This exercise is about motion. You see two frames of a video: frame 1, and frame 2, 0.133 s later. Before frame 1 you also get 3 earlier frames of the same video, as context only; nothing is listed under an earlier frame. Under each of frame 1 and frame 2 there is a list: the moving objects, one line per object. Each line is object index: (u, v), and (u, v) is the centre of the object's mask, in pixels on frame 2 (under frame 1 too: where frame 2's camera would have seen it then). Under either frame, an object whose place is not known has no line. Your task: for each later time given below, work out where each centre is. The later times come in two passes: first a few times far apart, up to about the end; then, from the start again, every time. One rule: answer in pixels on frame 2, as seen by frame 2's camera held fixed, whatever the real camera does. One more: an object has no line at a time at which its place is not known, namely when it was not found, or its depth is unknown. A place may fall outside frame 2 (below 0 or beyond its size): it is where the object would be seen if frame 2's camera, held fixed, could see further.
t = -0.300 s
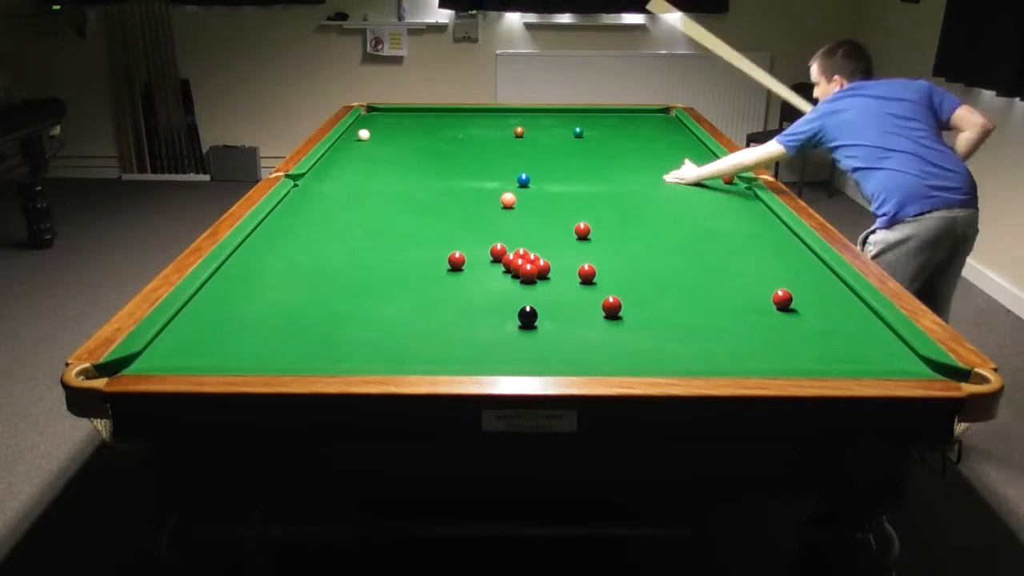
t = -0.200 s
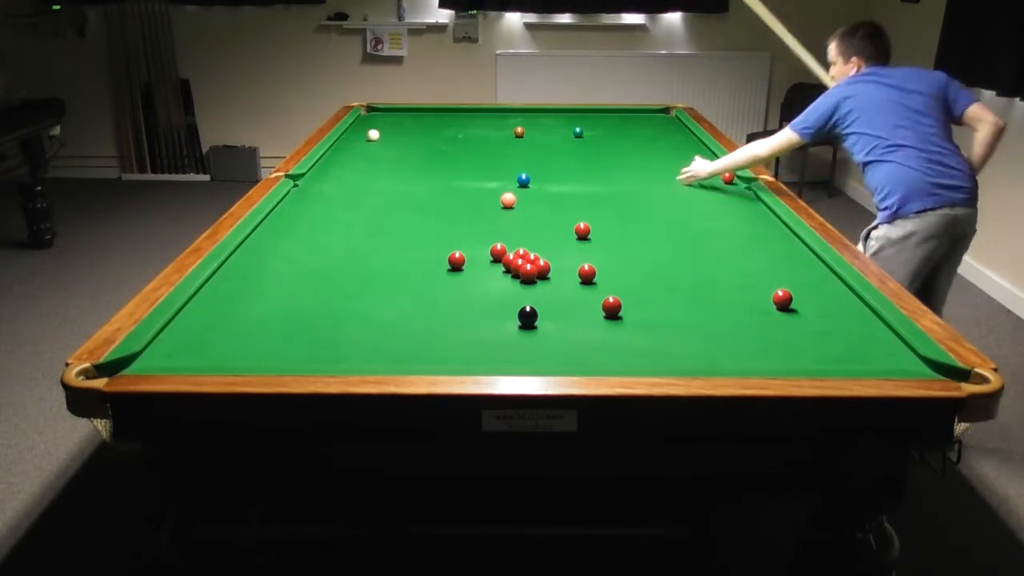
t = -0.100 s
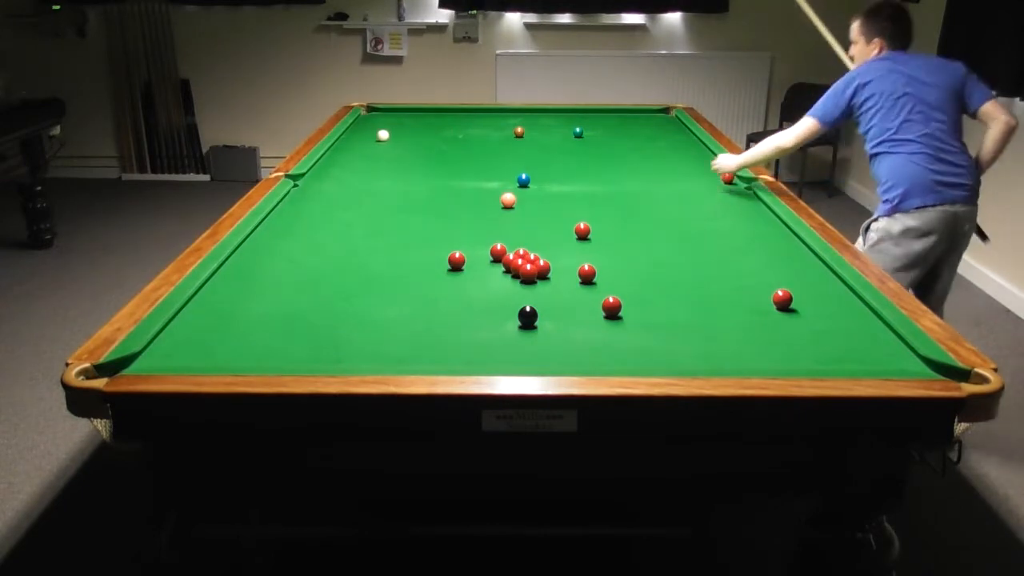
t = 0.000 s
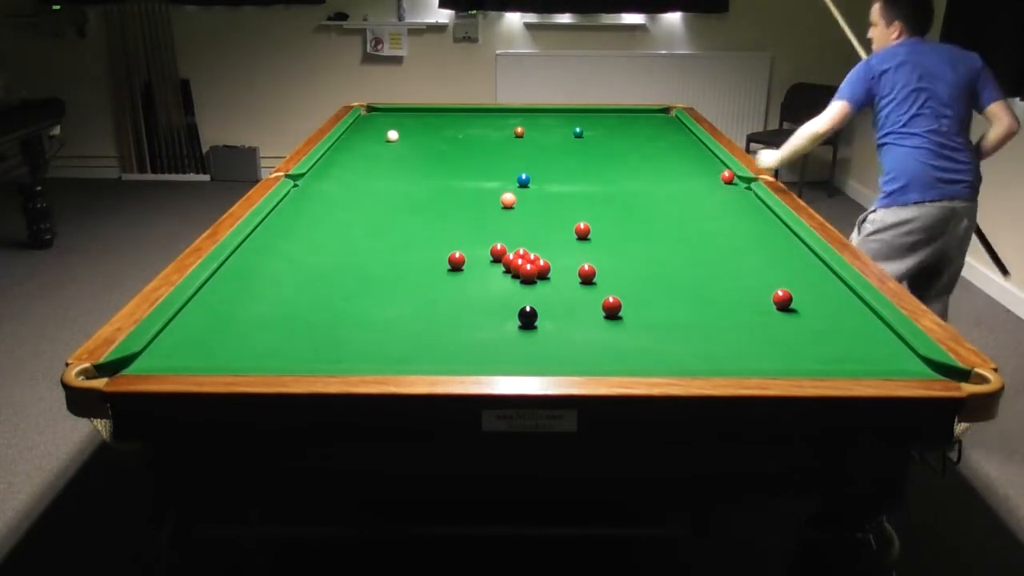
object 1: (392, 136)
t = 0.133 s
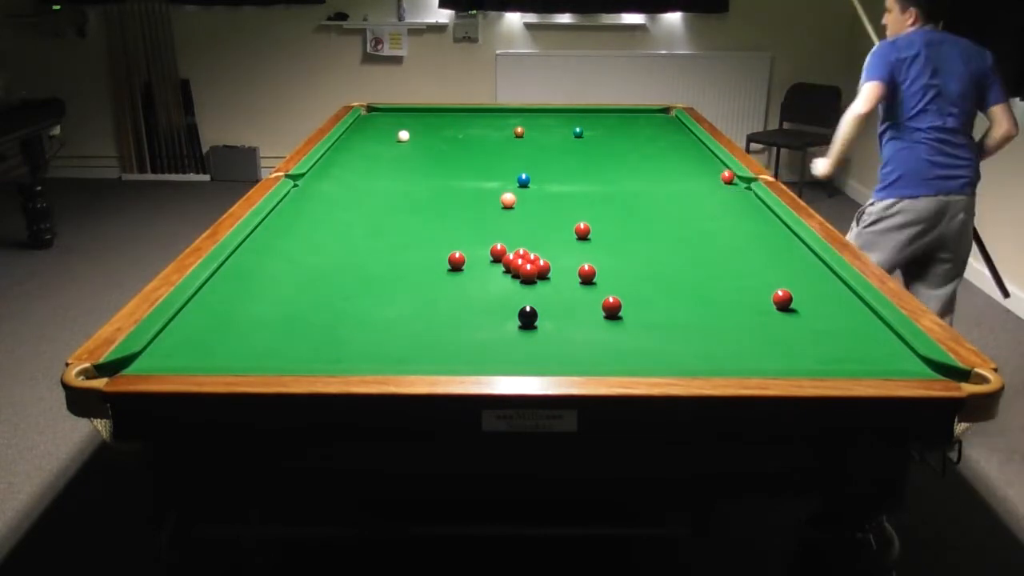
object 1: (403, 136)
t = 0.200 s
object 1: (410, 136)
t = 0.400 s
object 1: (428, 137)
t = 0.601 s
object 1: (445, 137)
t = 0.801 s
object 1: (461, 138)
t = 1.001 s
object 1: (477, 138)
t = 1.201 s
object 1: (492, 139)
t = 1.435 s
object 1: (509, 140)
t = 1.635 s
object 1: (523, 140)
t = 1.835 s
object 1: (536, 140)
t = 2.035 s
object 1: (548, 141)
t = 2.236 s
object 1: (559, 141)
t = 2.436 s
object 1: (569, 142)
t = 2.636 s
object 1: (579, 142)
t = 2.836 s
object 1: (588, 142)
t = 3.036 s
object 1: (596, 142)
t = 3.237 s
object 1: (604, 143)
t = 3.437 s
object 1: (611, 143)
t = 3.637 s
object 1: (617, 143)
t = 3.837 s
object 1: (622, 143)
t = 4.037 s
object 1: (627, 143)
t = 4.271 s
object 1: (631, 144)
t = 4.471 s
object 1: (634, 144)
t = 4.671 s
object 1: (636, 144)
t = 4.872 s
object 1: (637, 144)
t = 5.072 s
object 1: (638, 144)
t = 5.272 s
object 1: (637, 144)
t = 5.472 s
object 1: (637, 144)
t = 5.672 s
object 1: (637, 144)
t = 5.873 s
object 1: (637, 144)
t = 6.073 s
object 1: (637, 144)
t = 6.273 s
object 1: (637, 144)
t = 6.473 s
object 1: (637, 144)
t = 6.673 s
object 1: (637, 144)
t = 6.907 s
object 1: (637, 144)
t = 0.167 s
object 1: (407, 136)
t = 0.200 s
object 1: (410, 136)
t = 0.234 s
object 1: (412, 136)
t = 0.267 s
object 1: (416, 136)
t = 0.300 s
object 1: (419, 137)
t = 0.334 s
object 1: (421, 137)
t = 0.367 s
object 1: (424, 137)
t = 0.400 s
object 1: (428, 137)
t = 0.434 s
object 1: (430, 137)
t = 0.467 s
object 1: (433, 137)
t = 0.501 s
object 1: (437, 137)
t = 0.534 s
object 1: (438, 137)
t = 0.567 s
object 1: (442, 137)
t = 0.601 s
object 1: (445, 137)
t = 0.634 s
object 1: (447, 137)
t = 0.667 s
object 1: (450, 138)
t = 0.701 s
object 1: (453, 138)
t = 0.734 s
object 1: (455, 138)
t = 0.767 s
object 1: (458, 138)
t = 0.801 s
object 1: (461, 138)
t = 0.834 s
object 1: (463, 138)
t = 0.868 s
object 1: (466, 138)
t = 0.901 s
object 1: (469, 138)
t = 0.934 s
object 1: (471, 138)
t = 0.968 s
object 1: (474, 138)
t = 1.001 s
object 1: (477, 138)
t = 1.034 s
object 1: (479, 139)
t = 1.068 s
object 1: (482, 139)
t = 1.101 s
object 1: (485, 139)
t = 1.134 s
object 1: (486, 139)
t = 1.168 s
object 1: (489, 139)
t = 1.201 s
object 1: (492, 139)
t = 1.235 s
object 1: (495, 139)
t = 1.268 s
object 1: (496, 139)
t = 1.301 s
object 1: (499, 139)
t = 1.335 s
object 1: (502, 139)
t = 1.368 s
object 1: (504, 139)
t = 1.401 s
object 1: (506, 139)
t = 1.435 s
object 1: (509, 140)
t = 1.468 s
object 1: (510, 140)
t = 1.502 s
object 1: (513, 140)
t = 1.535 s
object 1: (516, 140)
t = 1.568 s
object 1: (517, 140)
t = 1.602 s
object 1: (520, 140)
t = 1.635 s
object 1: (523, 140)
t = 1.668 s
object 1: (524, 141)
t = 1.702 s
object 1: (527, 140)
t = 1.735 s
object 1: (529, 140)
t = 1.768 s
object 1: (531, 140)
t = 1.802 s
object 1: (533, 140)
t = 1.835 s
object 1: (536, 140)
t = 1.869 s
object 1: (537, 140)
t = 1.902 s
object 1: (539, 141)
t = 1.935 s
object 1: (542, 141)
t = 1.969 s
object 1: (543, 141)
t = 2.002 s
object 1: (545, 141)
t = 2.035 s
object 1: (548, 141)
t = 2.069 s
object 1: (549, 141)
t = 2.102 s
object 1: (551, 141)
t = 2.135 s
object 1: (553, 141)
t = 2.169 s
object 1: (554, 141)
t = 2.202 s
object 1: (557, 141)
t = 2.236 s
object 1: (559, 141)
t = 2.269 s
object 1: (560, 141)
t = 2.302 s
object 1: (562, 141)
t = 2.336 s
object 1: (564, 141)
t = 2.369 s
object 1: (565, 142)
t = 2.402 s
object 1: (567, 142)
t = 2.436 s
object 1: (569, 142)
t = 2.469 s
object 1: (570, 142)
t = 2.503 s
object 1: (572, 142)
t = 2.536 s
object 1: (574, 142)
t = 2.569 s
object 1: (575, 142)
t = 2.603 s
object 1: (577, 142)
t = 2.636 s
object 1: (579, 142)
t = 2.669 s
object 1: (580, 142)
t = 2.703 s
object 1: (582, 142)
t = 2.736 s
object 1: (584, 142)
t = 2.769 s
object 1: (585, 142)
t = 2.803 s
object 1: (586, 142)
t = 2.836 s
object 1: (588, 142)
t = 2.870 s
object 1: (589, 142)
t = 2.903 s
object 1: (591, 142)
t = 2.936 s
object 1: (592, 142)
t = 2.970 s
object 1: (593, 142)
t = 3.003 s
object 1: (595, 143)
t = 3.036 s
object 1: (596, 142)
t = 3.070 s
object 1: (597, 142)
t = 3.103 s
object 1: (599, 142)
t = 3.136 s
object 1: (600, 143)
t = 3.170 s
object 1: (601, 143)
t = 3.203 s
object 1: (603, 143)
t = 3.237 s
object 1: (604, 143)
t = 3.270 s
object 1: (605, 143)
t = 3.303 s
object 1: (606, 143)
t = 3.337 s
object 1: (608, 143)
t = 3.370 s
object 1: (608, 143)
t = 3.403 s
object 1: (609, 143)
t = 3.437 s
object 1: (611, 143)
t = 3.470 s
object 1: (611, 143)
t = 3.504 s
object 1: (613, 143)
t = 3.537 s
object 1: (614, 143)
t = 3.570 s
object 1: (614, 143)
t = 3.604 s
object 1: (616, 143)
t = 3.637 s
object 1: (617, 143)
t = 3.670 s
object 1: (618, 143)
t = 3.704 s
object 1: (618, 143)
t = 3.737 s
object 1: (620, 143)
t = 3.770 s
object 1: (620, 143)
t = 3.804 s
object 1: (621, 143)
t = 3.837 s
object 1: (622, 143)
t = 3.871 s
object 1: (623, 143)
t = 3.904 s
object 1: (624, 143)
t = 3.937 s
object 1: (624, 143)
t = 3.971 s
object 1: (625, 143)
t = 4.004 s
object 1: (626, 143)
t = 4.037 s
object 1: (627, 143)
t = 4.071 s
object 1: (627, 143)
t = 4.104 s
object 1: (628, 144)
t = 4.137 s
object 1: (629, 143)
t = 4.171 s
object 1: (629, 143)
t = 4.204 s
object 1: (630, 144)
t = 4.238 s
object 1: (630, 143)
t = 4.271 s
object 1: (631, 144)
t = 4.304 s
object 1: (631, 144)
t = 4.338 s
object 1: (632, 144)
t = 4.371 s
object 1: (632, 144)
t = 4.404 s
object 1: (633, 144)
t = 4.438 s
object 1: (633, 144)
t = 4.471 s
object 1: (634, 144)
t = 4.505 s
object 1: (634, 144)
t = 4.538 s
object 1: (635, 144)
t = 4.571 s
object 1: (635, 144)
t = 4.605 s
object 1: (635, 144)
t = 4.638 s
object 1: (636, 144)
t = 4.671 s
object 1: (636, 144)
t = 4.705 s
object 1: (636, 144)
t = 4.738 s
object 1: (637, 144)
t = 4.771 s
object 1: (637, 144)
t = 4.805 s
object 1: (637, 144)
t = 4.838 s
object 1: (637, 144)
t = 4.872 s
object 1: (637, 144)
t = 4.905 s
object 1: (637, 144)
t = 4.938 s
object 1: (638, 144)
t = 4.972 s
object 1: (638, 144)
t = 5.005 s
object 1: (638, 144)
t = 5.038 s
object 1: (638, 144)
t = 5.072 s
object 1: (638, 144)
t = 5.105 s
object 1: (638, 144)
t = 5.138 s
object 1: (638, 144)
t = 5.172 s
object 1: (638, 144)
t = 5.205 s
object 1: (638, 144)
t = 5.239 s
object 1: (638, 144)
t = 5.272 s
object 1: (637, 144)
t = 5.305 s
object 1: (637, 144)
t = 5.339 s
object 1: (637, 144)
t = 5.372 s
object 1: (637, 144)
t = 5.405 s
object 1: (637, 144)
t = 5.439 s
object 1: (637, 144)
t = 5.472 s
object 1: (637, 144)
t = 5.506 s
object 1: (637, 144)
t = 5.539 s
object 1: (637, 144)
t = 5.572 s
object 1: (637, 144)
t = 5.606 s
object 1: (637, 144)
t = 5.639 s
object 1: (637, 144)
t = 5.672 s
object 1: (637, 144)
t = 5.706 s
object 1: (637, 144)
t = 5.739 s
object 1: (637, 144)
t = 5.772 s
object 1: (637, 144)
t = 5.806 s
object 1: (637, 144)
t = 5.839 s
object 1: (637, 144)
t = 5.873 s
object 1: (637, 144)
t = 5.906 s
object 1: (637, 144)
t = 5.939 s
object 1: (637, 144)
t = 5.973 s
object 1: (637, 144)
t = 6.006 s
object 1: (637, 144)
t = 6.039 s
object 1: (637, 144)
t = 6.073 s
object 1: (637, 144)
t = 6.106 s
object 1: (637, 144)
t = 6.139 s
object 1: (637, 144)
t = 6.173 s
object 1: (637, 144)
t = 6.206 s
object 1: (637, 144)
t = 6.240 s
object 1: (637, 144)
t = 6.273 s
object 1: (637, 144)
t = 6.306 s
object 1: (637, 144)
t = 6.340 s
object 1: (637, 144)
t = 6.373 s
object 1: (637, 144)
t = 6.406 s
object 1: (637, 144)
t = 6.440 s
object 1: (637, 144)
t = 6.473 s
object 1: (637, 144)
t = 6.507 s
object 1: (637, 144)
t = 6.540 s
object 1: (637, 144)
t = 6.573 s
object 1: (637, 144)
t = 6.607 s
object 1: (637, 144)
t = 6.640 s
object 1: (637, 144)
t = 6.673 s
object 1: (637, 144)
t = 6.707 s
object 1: (637, 144)
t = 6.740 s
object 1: (637, 144)
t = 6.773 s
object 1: (637, 144)
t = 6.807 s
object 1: (637, 144)
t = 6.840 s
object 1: (637, 144)
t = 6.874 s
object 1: (637, 144)
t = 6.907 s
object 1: (637, 144)
